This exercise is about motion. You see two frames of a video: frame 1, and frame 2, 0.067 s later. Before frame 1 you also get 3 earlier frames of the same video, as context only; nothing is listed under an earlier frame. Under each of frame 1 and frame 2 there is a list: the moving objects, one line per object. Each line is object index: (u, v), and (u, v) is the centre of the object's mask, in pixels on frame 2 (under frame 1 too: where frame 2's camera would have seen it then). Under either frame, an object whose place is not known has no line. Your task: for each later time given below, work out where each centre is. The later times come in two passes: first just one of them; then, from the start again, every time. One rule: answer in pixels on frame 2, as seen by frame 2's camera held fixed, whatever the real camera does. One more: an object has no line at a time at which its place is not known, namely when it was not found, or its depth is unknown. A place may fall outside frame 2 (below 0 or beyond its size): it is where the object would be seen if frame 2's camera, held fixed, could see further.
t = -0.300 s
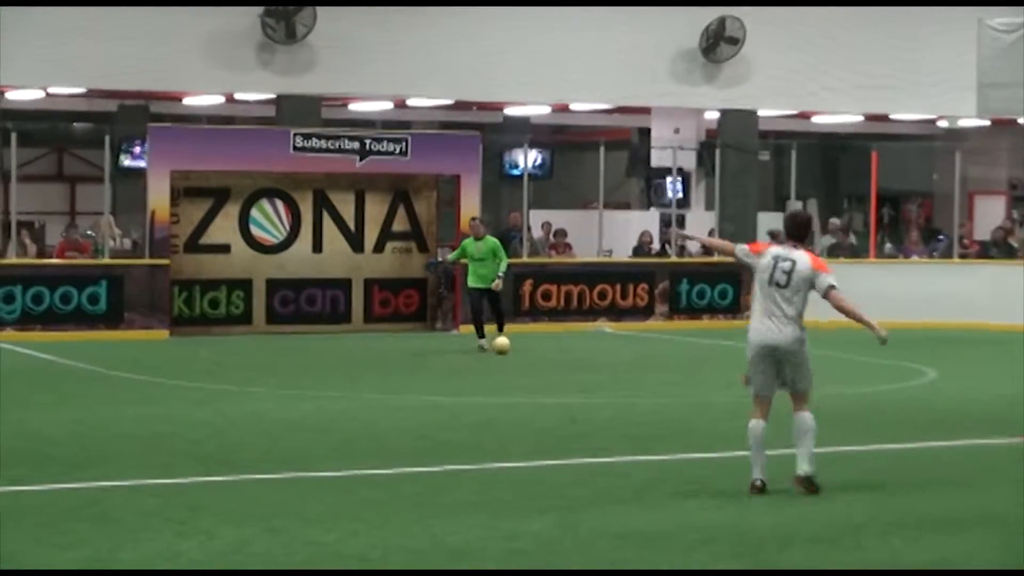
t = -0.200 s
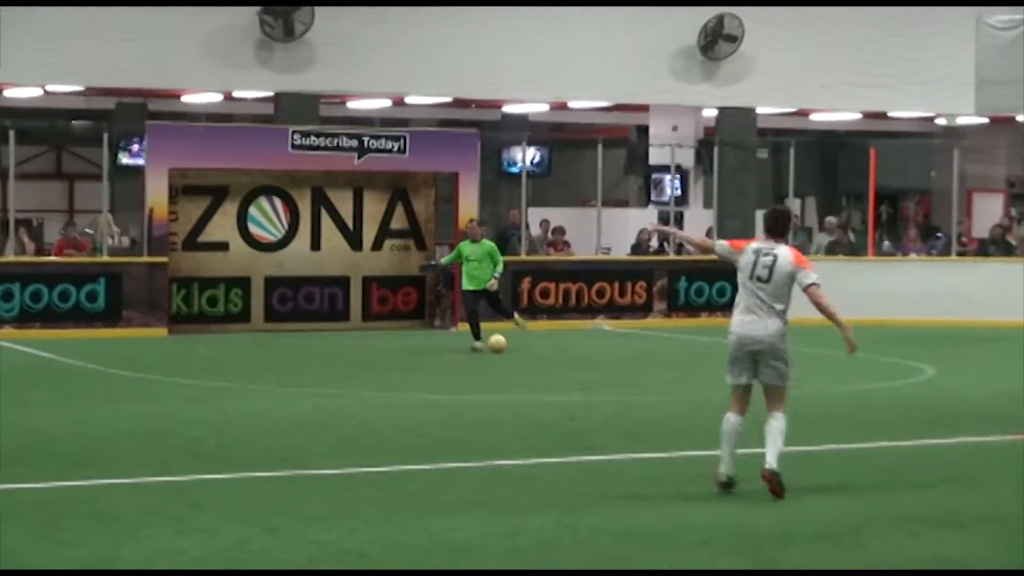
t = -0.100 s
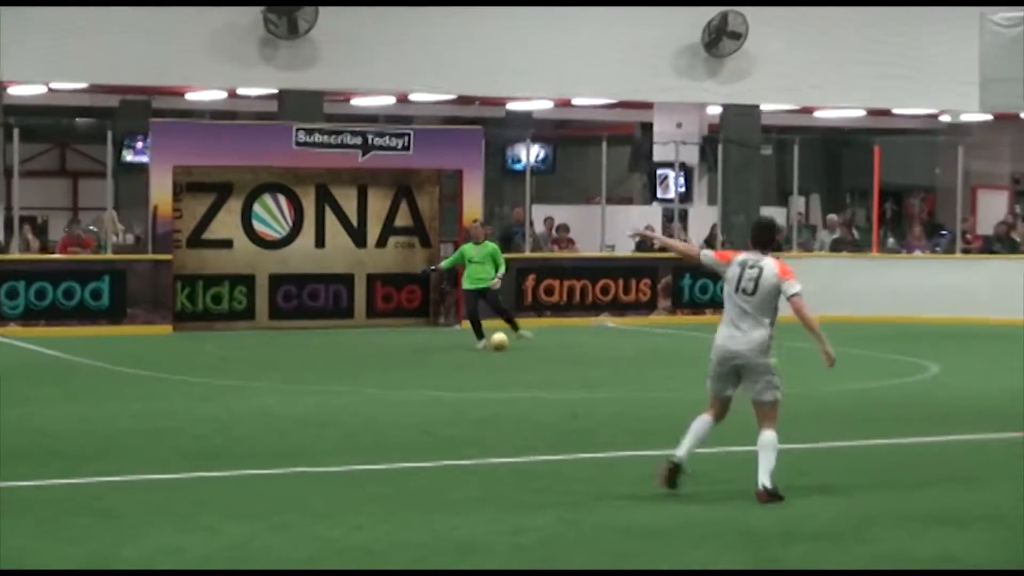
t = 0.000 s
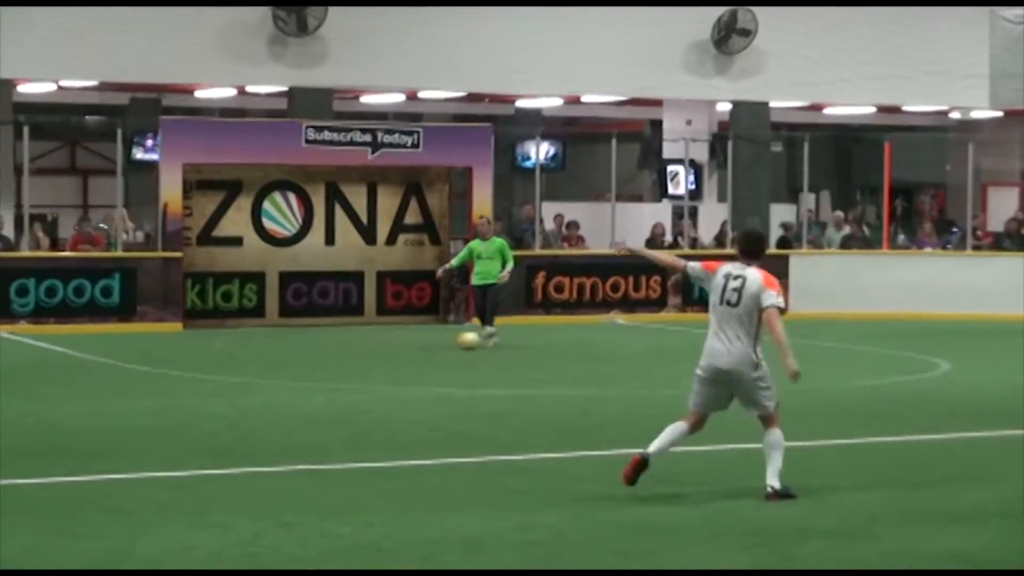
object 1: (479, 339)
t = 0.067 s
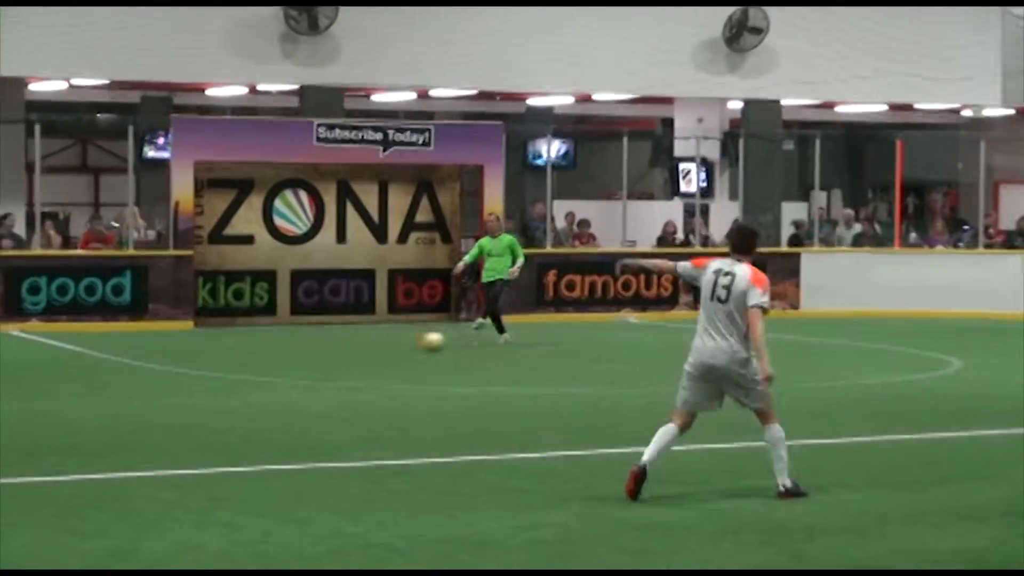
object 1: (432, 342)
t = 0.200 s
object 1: (339, 348)
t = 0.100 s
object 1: (409, 343)
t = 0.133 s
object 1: (386, 345)
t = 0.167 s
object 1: (362, 346)
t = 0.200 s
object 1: (339, 348)
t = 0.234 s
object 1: (315, 349)
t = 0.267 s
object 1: (291, 351)
